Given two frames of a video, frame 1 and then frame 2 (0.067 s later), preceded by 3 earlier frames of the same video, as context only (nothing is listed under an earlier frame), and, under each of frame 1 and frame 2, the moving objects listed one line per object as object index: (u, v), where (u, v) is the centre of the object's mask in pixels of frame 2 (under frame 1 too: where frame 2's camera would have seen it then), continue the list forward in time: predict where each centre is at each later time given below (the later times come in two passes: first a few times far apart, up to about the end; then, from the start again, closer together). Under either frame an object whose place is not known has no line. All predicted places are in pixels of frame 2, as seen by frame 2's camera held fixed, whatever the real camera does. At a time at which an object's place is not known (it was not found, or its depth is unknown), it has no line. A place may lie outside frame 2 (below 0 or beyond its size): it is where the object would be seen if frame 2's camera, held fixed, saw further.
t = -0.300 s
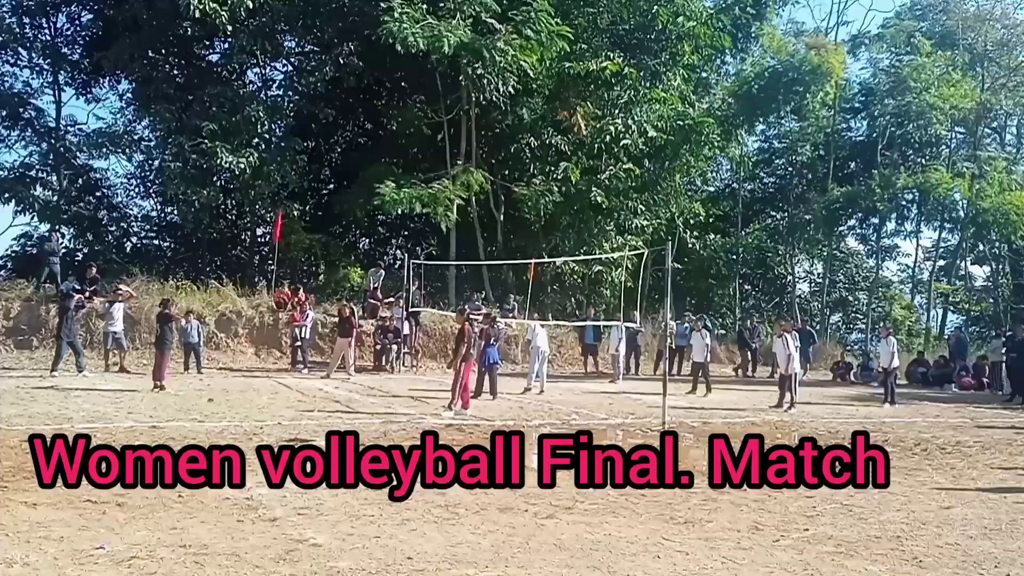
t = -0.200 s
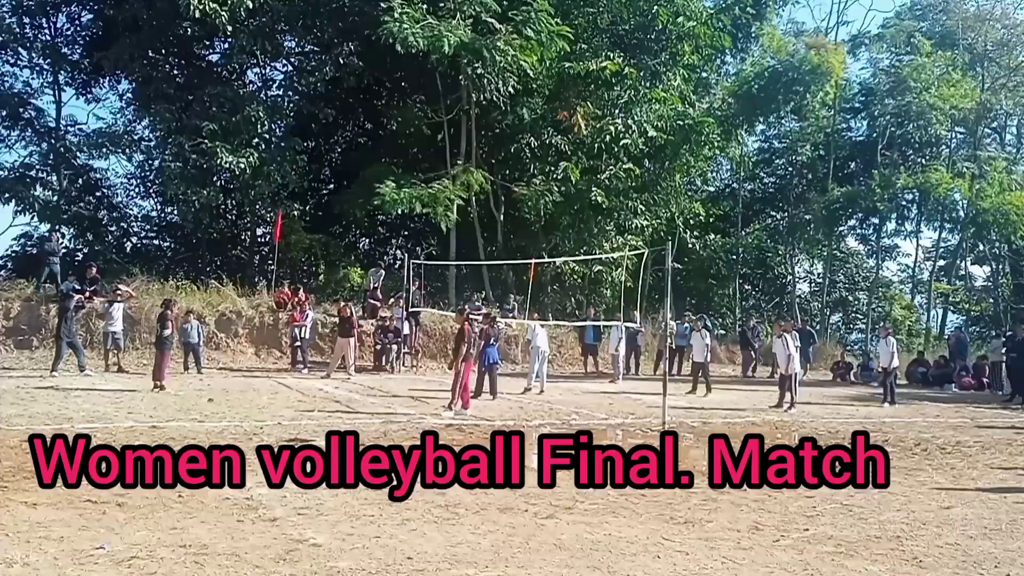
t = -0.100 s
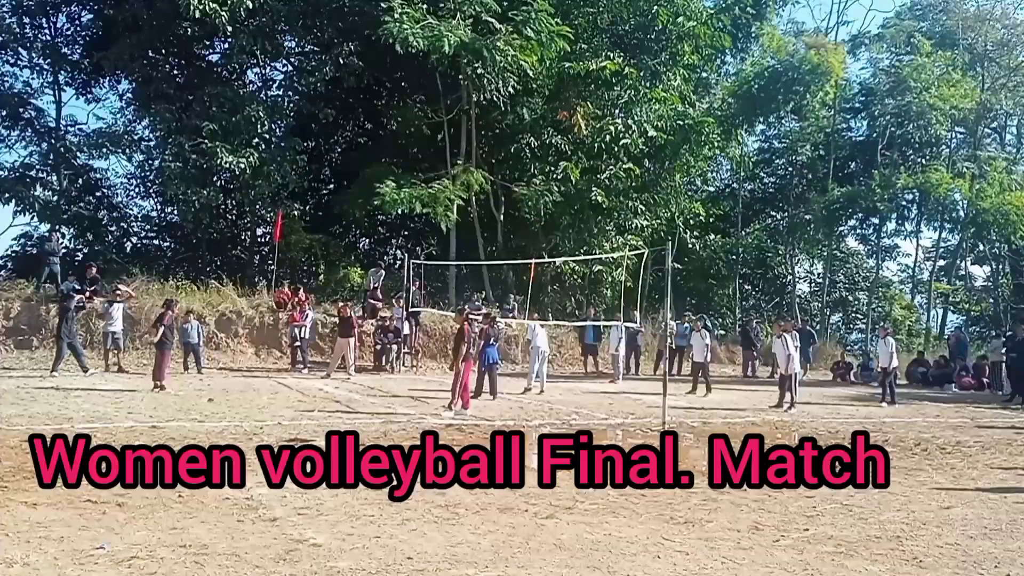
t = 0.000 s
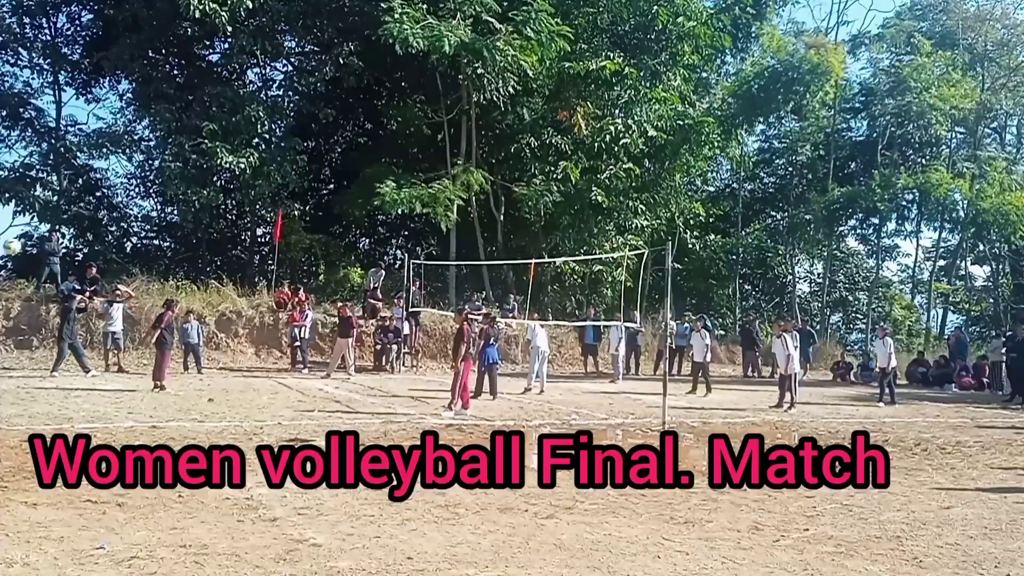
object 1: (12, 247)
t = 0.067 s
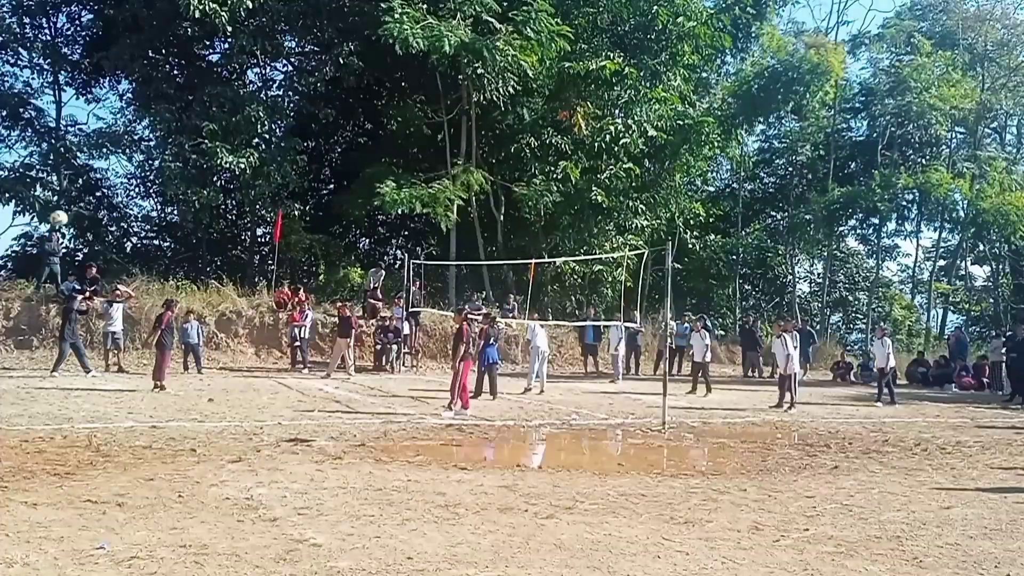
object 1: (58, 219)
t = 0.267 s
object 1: (183, 160)
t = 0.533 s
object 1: (319, 134)
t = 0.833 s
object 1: (441, 160)
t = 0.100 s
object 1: (81, 206)
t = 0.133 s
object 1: (102, 195)
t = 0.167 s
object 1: (125, 184)
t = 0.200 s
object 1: (144, 176)
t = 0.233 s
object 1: (163, 168)
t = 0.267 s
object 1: (183, 160)
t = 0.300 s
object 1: (202, 153)
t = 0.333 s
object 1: (220, 147)
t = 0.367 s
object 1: (238, 143)
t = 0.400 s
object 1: (255, 140)
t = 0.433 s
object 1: (272, 137)
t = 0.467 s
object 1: (287, 135)
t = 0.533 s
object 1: (319, 134)
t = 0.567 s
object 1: (334, 135)
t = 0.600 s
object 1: (349, 135)
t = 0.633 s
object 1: (362, 137)
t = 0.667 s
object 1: (376, 139)
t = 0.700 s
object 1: (390, 142)
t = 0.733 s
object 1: (404, 145)
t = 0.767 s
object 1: (416, 150)
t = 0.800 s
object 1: (429, 155)
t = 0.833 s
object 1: (441, 160)
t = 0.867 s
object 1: (453, 166)
